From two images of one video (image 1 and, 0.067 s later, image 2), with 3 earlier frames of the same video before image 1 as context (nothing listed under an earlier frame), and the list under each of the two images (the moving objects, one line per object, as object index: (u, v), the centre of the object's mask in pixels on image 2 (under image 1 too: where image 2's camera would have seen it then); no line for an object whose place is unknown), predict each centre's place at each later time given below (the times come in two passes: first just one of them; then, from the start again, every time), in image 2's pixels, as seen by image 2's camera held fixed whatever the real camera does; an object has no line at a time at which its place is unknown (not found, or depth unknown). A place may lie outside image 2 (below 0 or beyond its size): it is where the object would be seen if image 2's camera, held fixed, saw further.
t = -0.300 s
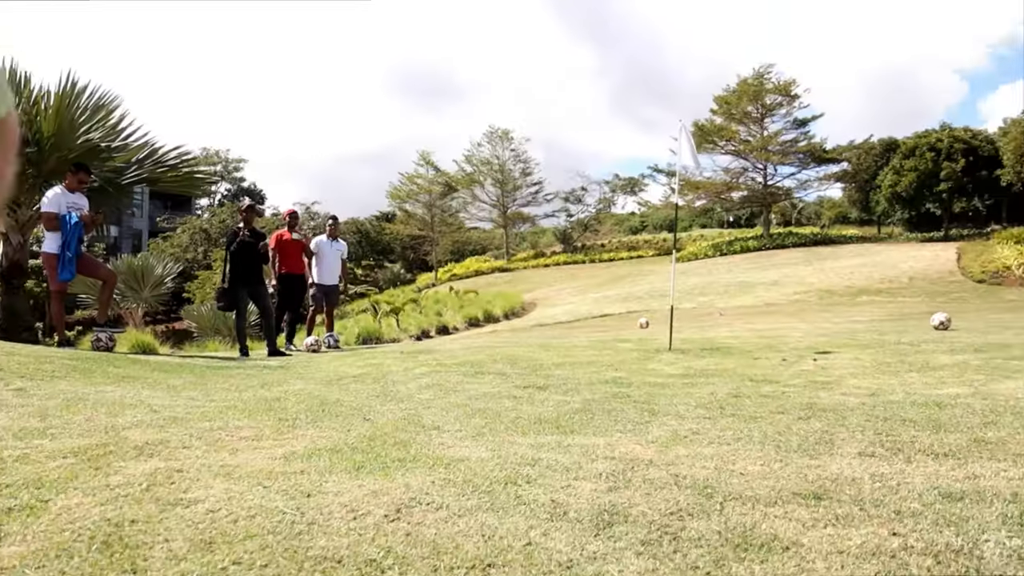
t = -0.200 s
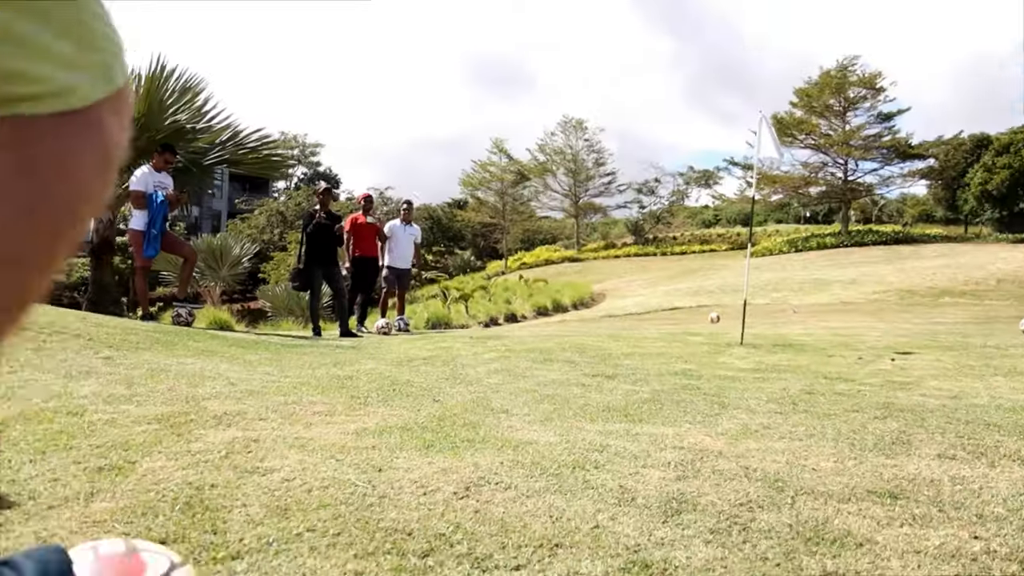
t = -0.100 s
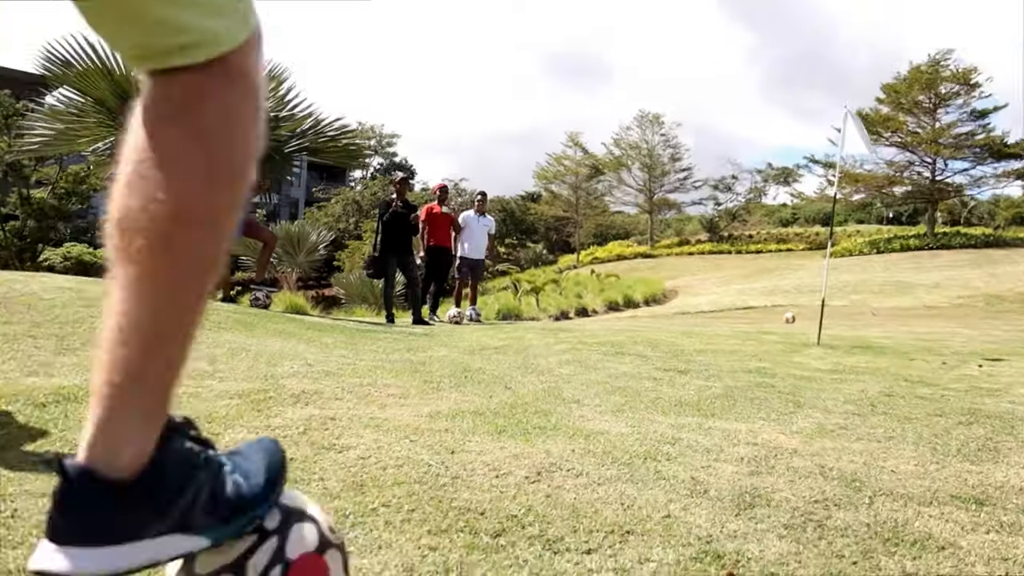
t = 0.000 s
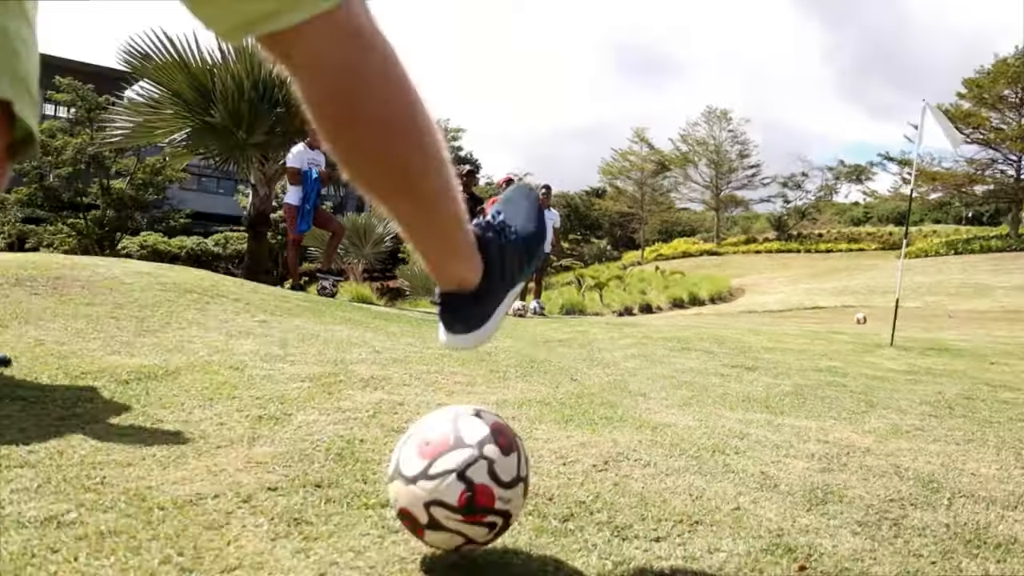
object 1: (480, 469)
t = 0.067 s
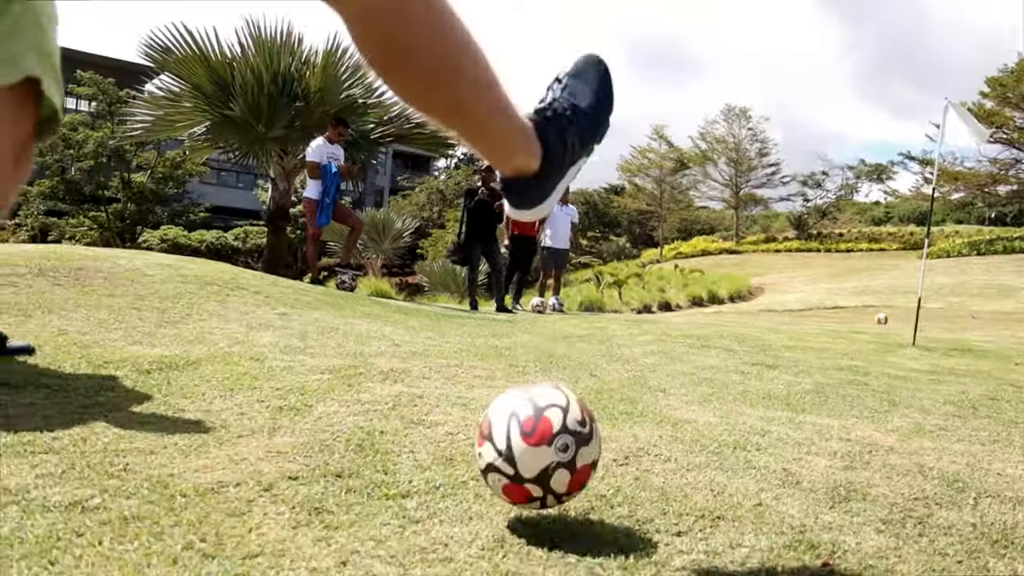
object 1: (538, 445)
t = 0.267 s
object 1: (642, 407)
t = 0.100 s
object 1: (561, 443)
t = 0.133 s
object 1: (581, 448)
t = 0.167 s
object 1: (600, 438)
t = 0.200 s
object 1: (616, 422)
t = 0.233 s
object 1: (630, 412)
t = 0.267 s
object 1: (642, 407)
